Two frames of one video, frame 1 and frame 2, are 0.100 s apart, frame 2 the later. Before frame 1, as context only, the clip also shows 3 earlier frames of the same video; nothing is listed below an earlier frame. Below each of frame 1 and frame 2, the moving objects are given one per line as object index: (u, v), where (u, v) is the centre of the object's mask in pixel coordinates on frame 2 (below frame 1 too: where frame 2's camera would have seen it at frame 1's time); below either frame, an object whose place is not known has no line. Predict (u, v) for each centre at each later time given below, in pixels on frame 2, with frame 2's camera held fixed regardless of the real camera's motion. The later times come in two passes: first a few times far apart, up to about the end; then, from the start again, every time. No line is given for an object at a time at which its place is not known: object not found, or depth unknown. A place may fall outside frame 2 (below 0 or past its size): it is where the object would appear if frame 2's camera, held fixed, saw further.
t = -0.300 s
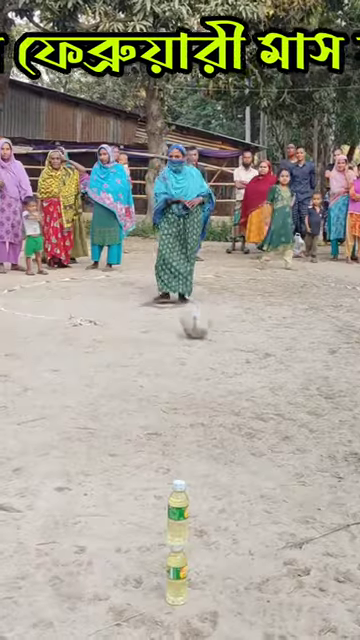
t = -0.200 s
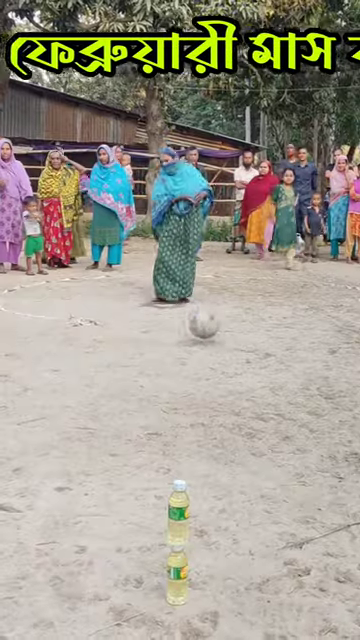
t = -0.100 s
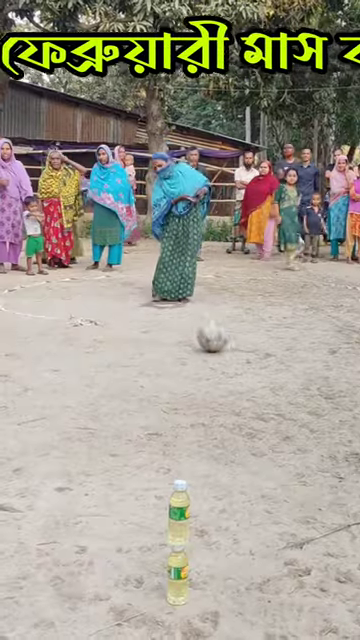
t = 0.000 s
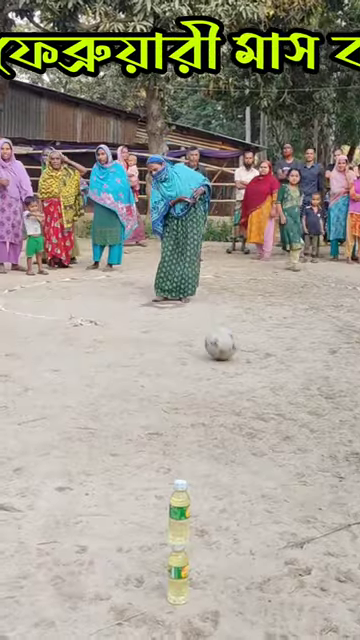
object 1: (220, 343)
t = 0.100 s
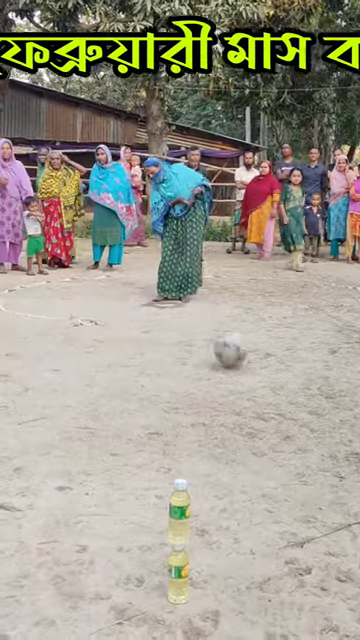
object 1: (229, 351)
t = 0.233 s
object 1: (244, 363)
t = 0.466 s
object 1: (271, 386)
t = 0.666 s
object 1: (304, 411)
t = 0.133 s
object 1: (234, 352)
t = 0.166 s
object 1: (237, 358)
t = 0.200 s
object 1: (240, 360)
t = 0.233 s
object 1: (244, 363)
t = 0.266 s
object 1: (247, 365)
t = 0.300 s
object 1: (252, 370)
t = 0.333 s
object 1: (256, 371)
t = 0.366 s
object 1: (260, 375)
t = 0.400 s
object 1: (263, 381)
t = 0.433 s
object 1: (267, 383)
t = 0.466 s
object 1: (271, 386)
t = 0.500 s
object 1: (276, 389)
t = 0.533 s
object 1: (283, 397)
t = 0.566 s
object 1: (287, 400)
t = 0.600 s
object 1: (293, 401)
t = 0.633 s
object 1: (298, 404)
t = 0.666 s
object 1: (304, 411)
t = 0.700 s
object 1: (310, 420)
